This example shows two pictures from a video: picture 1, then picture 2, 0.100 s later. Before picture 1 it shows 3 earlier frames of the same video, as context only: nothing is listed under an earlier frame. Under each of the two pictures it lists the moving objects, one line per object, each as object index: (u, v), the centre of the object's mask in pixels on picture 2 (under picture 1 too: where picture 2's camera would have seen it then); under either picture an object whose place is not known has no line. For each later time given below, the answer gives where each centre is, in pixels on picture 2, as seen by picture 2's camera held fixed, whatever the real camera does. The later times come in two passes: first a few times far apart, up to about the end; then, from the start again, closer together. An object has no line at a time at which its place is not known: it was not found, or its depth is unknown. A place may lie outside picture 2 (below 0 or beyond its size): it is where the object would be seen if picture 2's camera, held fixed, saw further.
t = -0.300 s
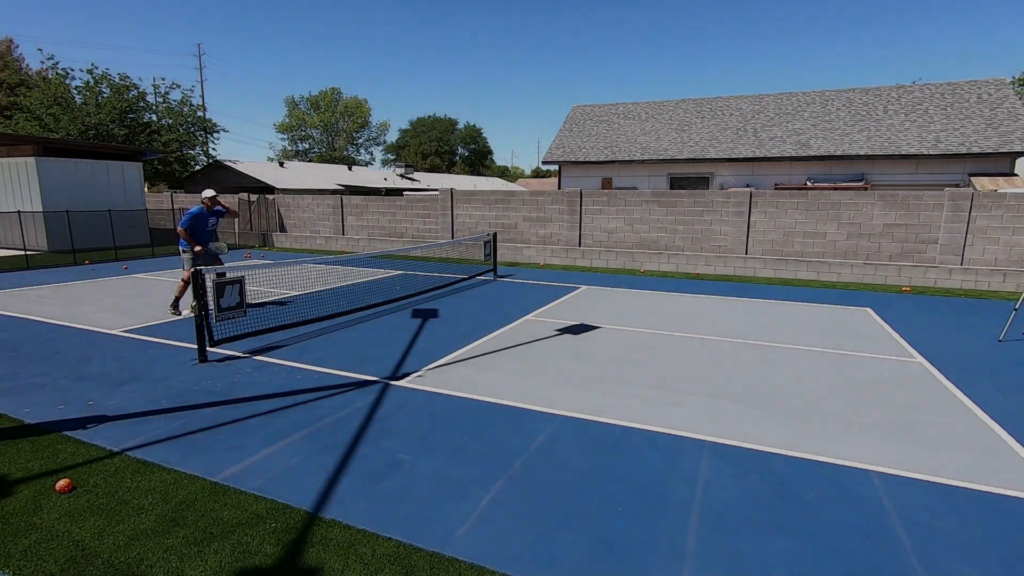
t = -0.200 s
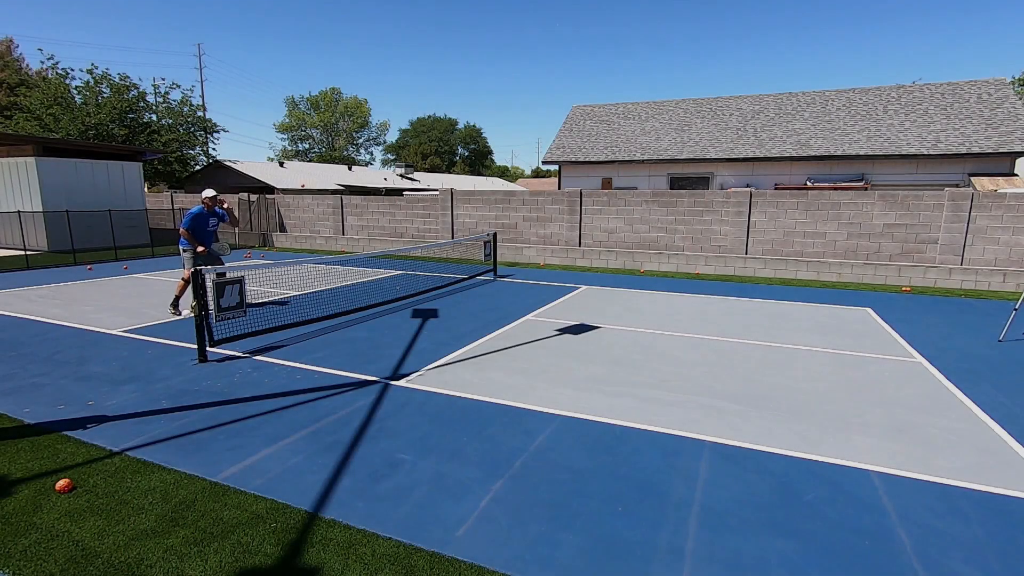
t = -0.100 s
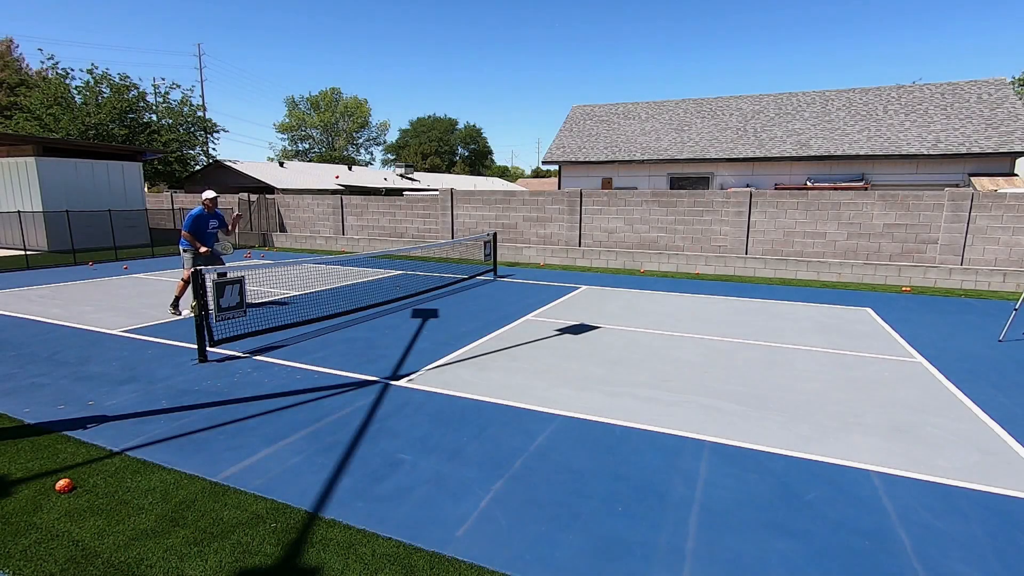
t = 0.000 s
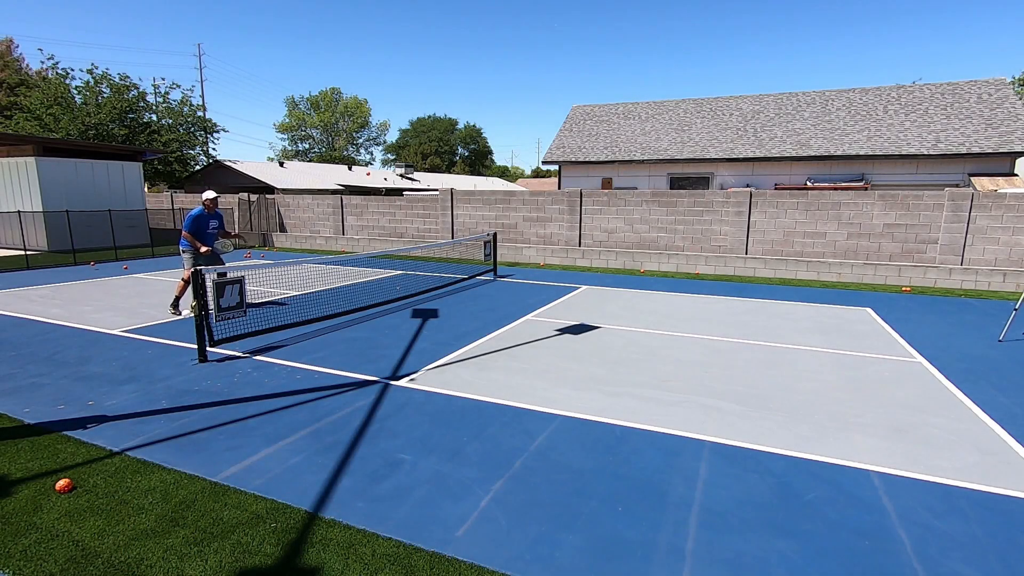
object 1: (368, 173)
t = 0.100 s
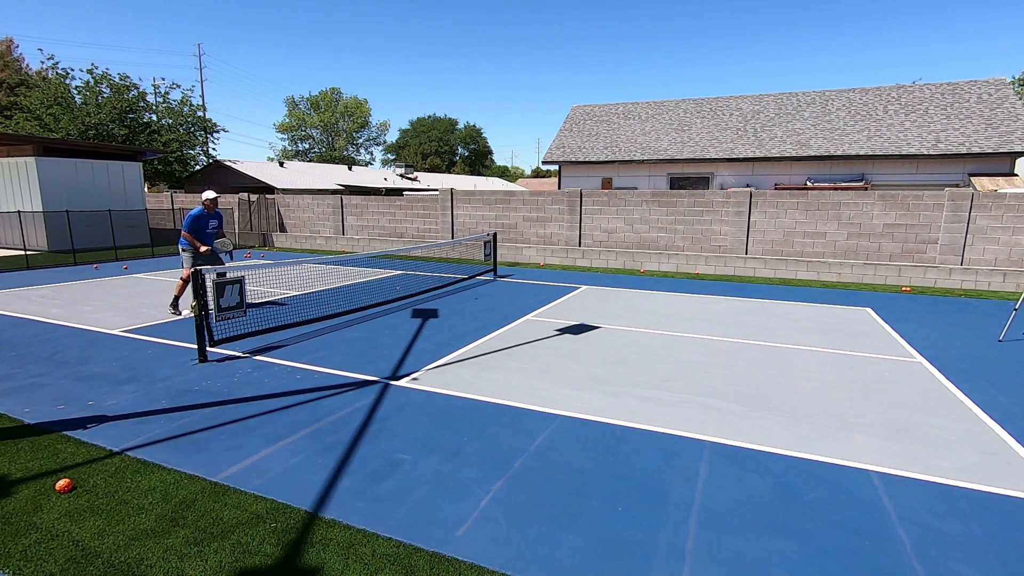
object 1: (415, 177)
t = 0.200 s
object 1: (460, 188)
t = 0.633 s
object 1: (705, 347)
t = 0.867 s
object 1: (794, 297)
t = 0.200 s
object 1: (460, 188)
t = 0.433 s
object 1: (583, 251)
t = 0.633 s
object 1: (705, 347)
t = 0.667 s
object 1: (713, 342)
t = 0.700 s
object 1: (719, 336)
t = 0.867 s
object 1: (794, 297)
